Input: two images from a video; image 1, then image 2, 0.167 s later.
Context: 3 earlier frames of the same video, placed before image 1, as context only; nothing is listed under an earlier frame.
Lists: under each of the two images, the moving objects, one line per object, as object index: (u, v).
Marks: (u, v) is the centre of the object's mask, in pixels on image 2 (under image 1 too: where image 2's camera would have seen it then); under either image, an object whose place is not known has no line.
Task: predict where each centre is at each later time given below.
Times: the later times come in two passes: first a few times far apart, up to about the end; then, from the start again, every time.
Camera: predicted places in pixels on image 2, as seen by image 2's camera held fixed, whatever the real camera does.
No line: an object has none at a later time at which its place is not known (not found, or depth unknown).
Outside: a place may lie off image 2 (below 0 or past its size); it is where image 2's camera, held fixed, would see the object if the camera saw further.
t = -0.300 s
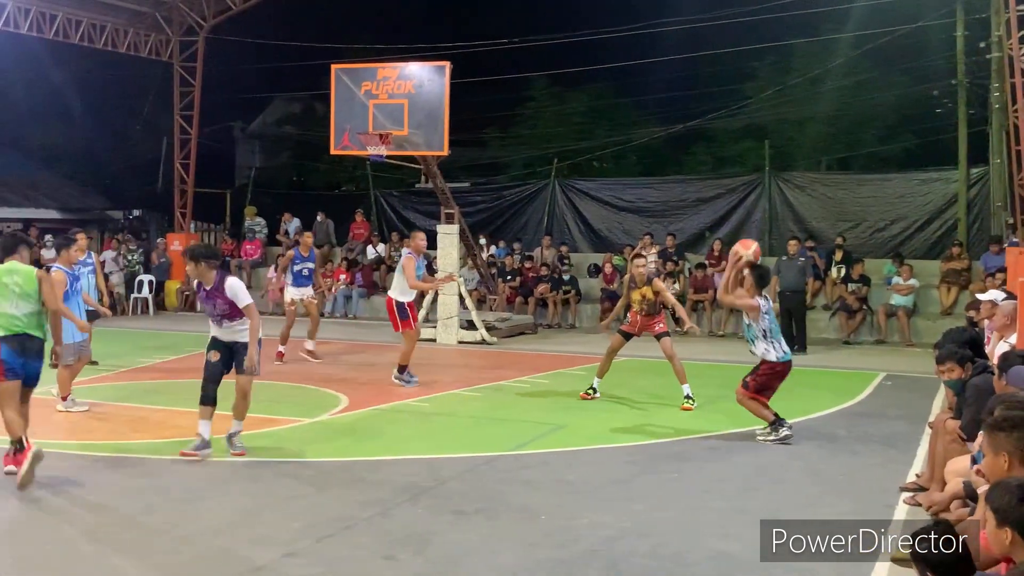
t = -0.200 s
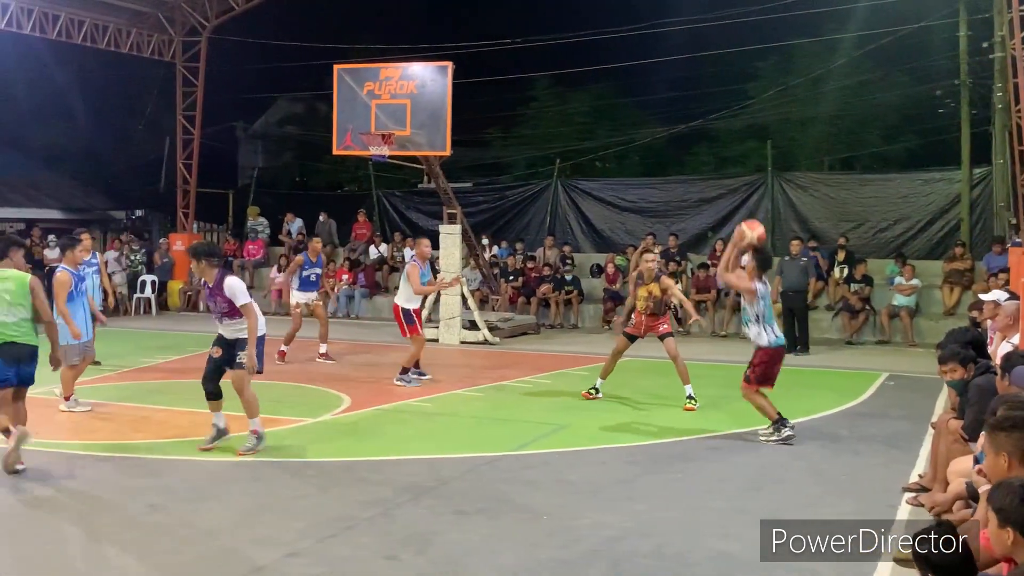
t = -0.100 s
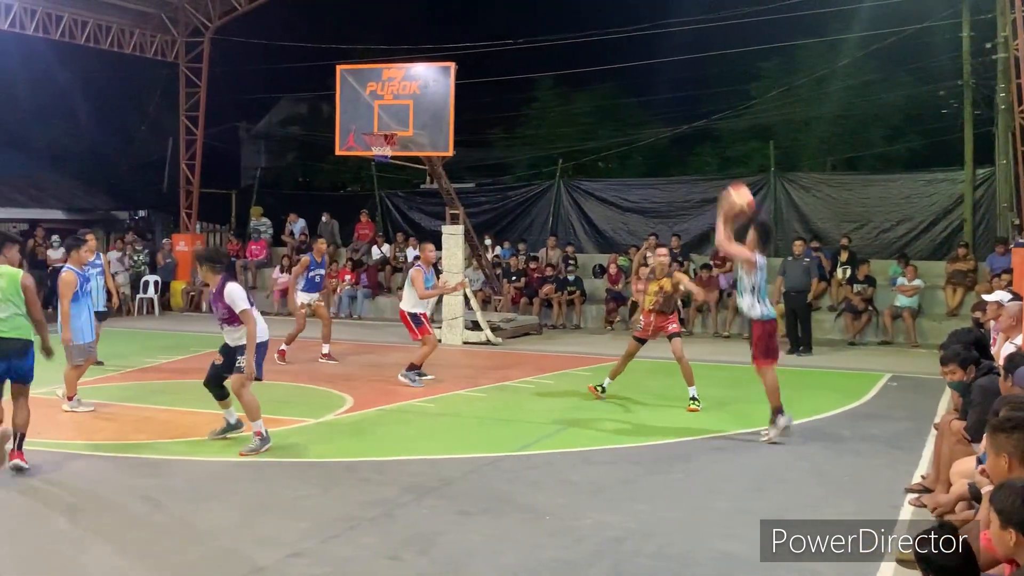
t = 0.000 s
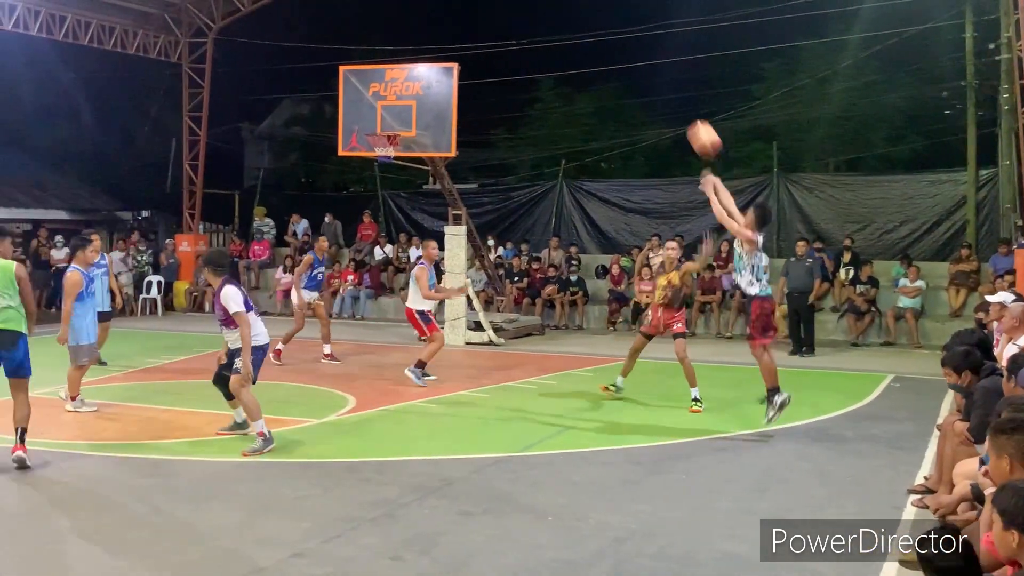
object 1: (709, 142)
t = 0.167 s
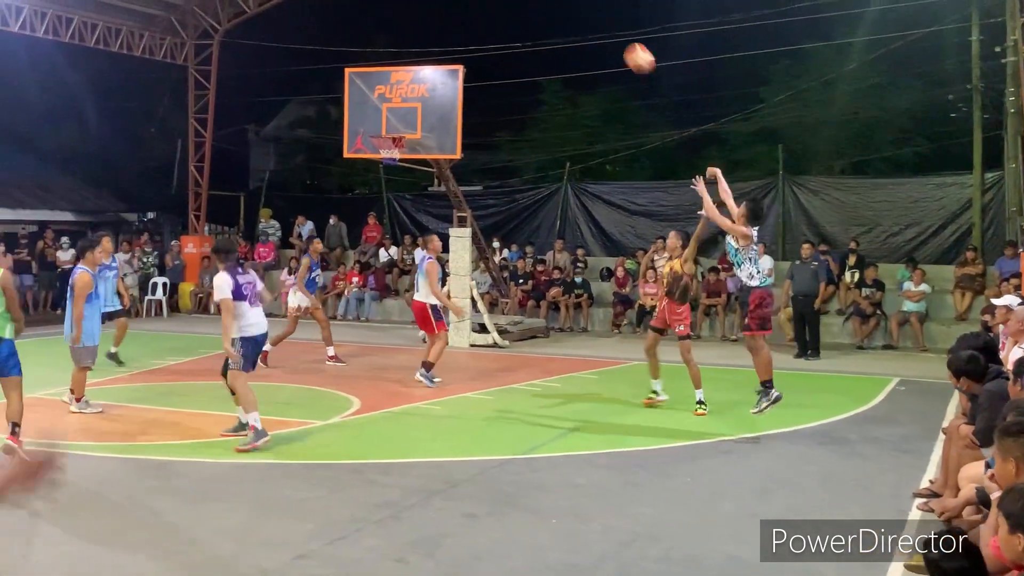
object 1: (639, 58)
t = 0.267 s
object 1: (602, 27)
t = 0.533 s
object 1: (517, 0)
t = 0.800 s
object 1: (450, 32)
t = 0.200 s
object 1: (627, 47)
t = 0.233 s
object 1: (614, 36)
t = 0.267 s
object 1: (602, 27)
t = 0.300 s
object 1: (591, 20)
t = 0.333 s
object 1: (579, 14)
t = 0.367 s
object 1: (568, 9)
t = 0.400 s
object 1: (557, 5)
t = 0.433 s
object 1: (547, 3)
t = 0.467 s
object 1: (536, 1)
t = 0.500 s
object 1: (526, 0)
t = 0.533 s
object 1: (517, 0)
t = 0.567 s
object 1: (508, 0)
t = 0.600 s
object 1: (499, 2)
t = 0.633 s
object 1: (490, 5)
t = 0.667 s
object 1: (481, 9)
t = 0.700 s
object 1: (473, 13)
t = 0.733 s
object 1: (465, 19)
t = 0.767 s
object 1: (457, 25)
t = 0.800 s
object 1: (450, 32)
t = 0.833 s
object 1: (442, 39)
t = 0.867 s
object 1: (435, 48)
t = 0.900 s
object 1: (428, 56)
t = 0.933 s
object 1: (422, 64)
